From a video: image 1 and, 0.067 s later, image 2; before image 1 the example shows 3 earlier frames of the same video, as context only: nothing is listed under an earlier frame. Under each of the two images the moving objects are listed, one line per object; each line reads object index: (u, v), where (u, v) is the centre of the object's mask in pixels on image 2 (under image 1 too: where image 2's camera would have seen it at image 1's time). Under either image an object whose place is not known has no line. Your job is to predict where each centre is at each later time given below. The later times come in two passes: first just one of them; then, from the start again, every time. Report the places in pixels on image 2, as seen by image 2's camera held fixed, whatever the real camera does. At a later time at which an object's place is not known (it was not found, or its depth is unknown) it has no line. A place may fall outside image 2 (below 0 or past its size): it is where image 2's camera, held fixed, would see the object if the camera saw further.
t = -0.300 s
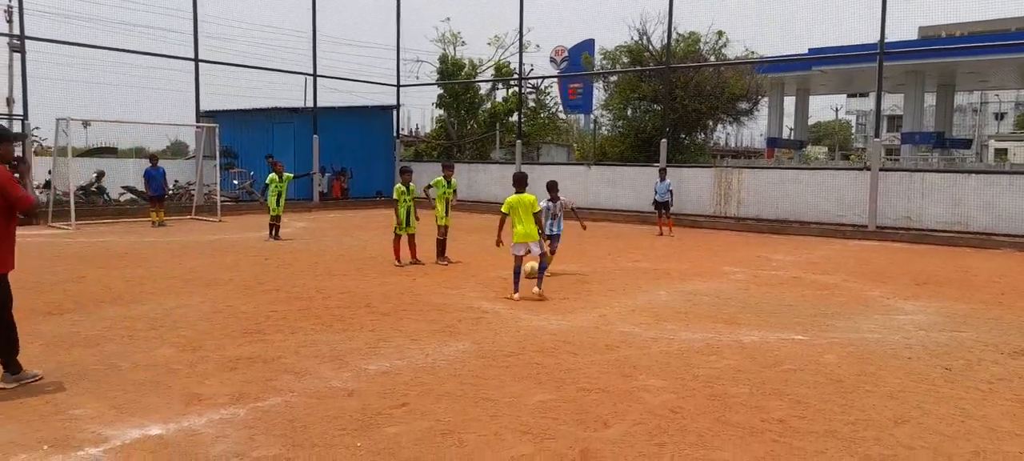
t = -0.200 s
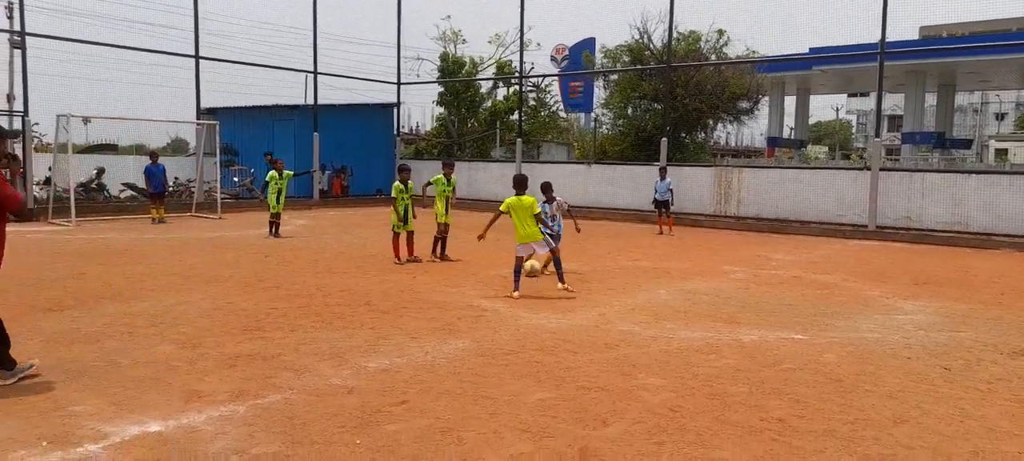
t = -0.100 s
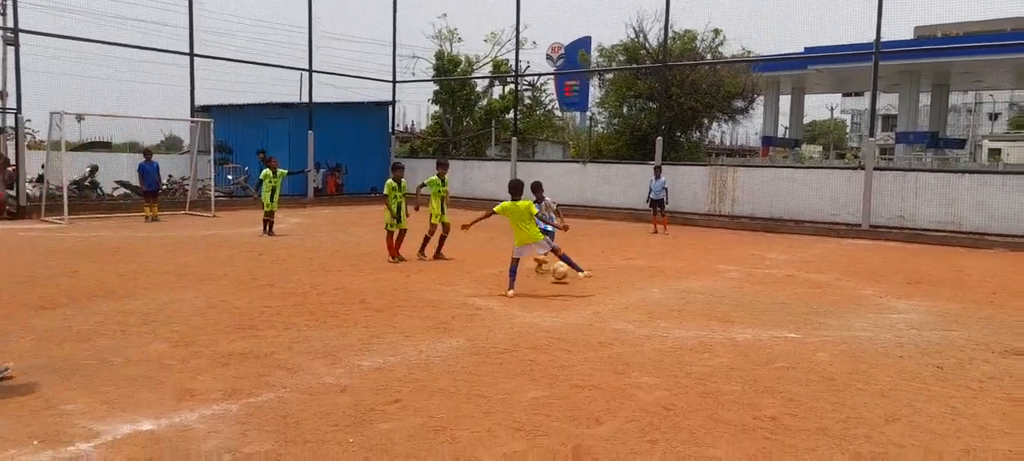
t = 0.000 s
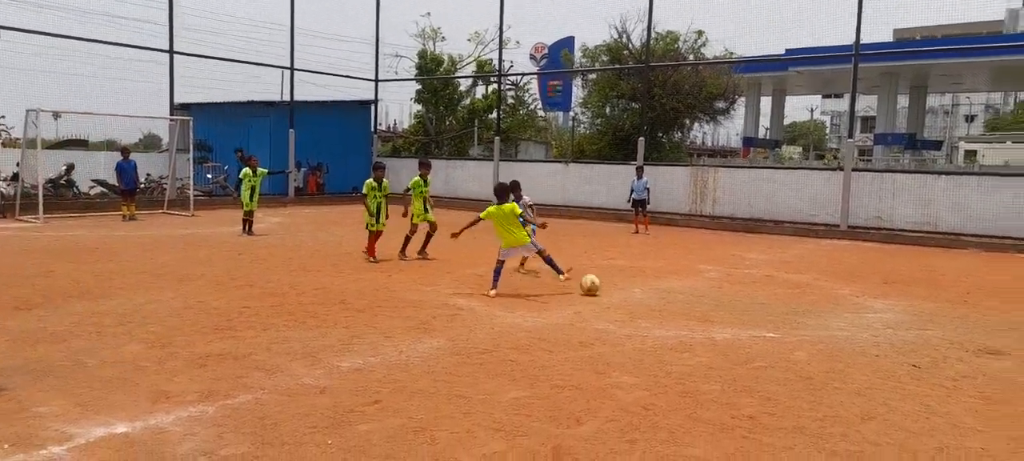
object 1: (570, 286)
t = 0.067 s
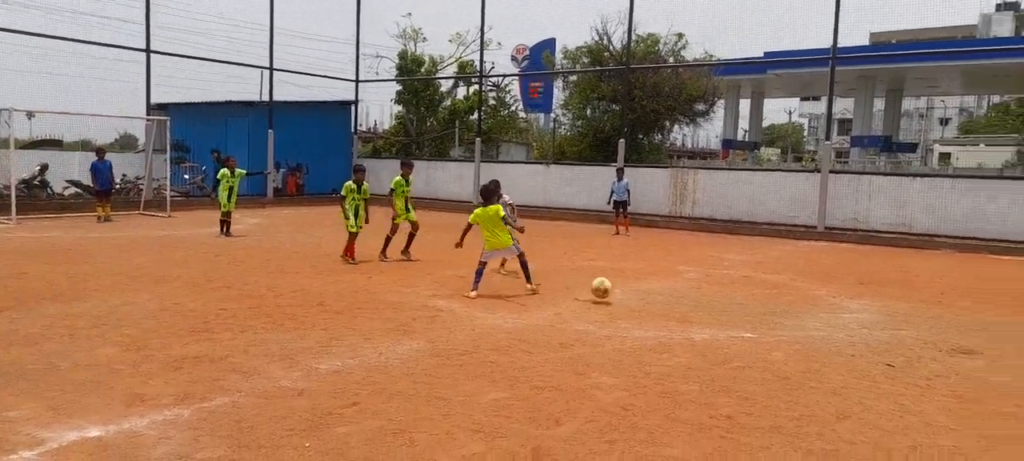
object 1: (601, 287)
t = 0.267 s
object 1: (708, 308)
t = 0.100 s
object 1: (617, 287)
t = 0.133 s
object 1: (634, 289)
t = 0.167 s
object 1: (651, 291)
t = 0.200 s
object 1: (669, 295)
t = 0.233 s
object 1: (688, 301)
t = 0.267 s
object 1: (708, 308)
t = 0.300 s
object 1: (728, 317)
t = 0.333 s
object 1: (750, 327)
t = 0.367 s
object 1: (768, 325)
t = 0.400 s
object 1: (786, 324)
